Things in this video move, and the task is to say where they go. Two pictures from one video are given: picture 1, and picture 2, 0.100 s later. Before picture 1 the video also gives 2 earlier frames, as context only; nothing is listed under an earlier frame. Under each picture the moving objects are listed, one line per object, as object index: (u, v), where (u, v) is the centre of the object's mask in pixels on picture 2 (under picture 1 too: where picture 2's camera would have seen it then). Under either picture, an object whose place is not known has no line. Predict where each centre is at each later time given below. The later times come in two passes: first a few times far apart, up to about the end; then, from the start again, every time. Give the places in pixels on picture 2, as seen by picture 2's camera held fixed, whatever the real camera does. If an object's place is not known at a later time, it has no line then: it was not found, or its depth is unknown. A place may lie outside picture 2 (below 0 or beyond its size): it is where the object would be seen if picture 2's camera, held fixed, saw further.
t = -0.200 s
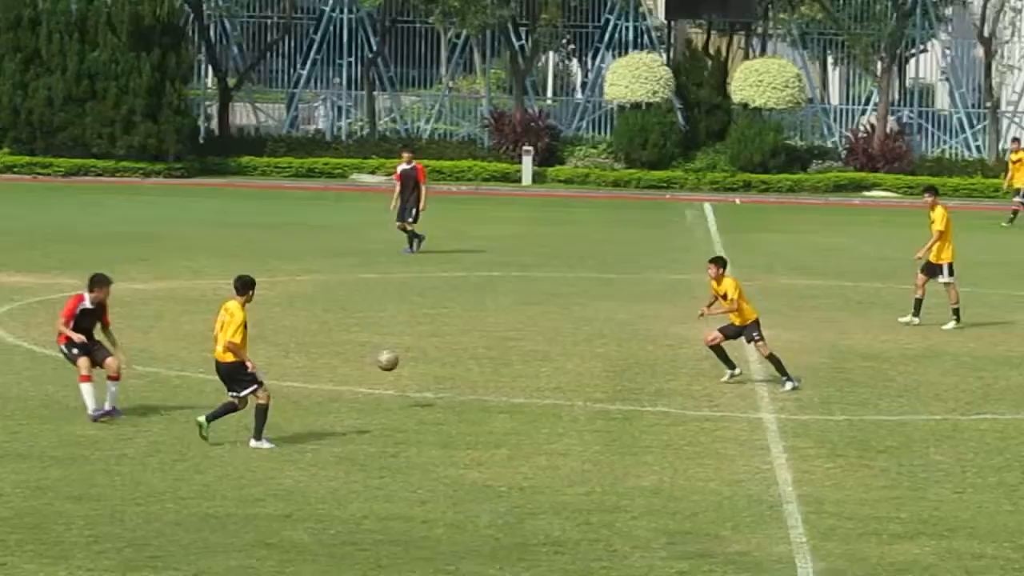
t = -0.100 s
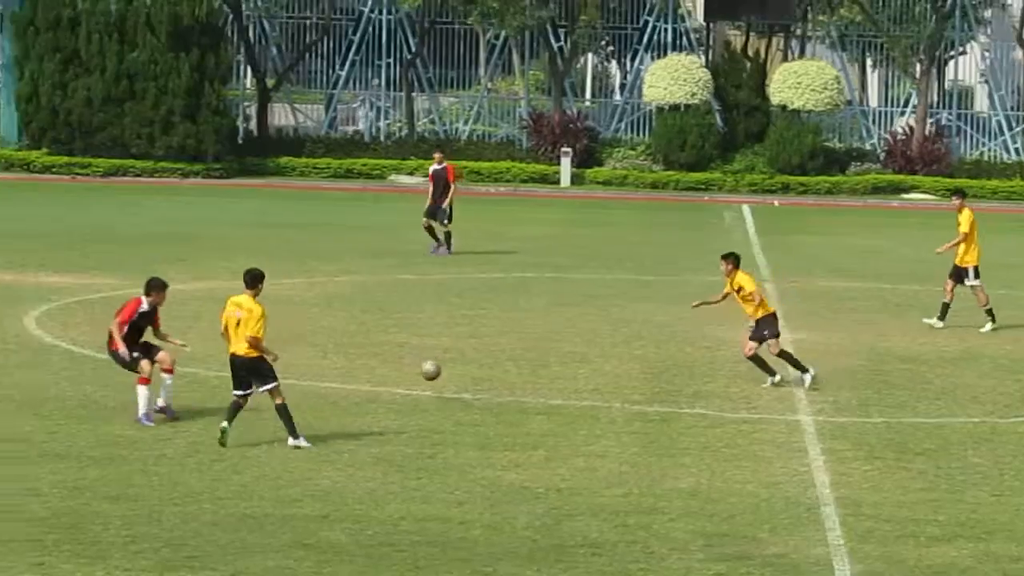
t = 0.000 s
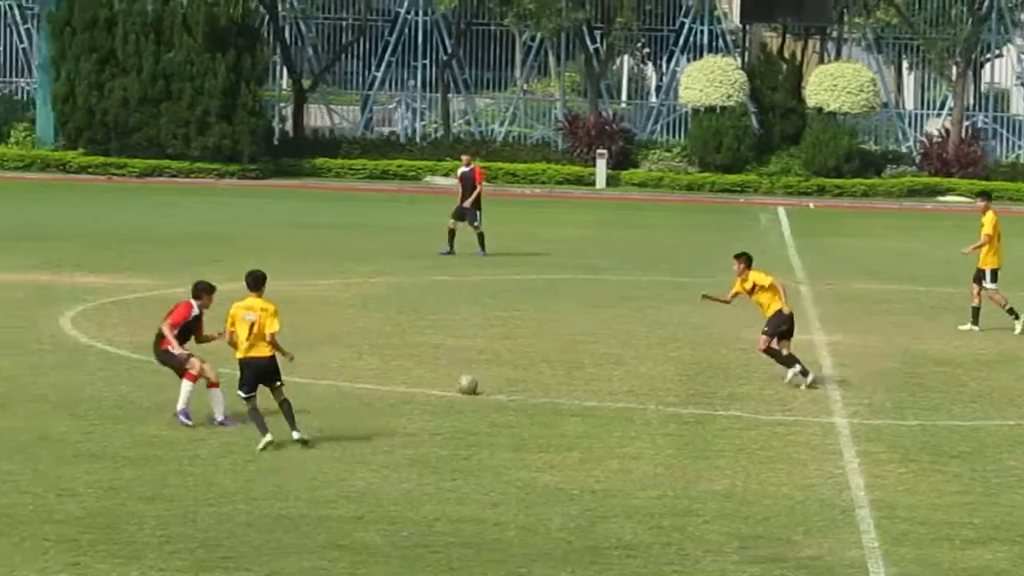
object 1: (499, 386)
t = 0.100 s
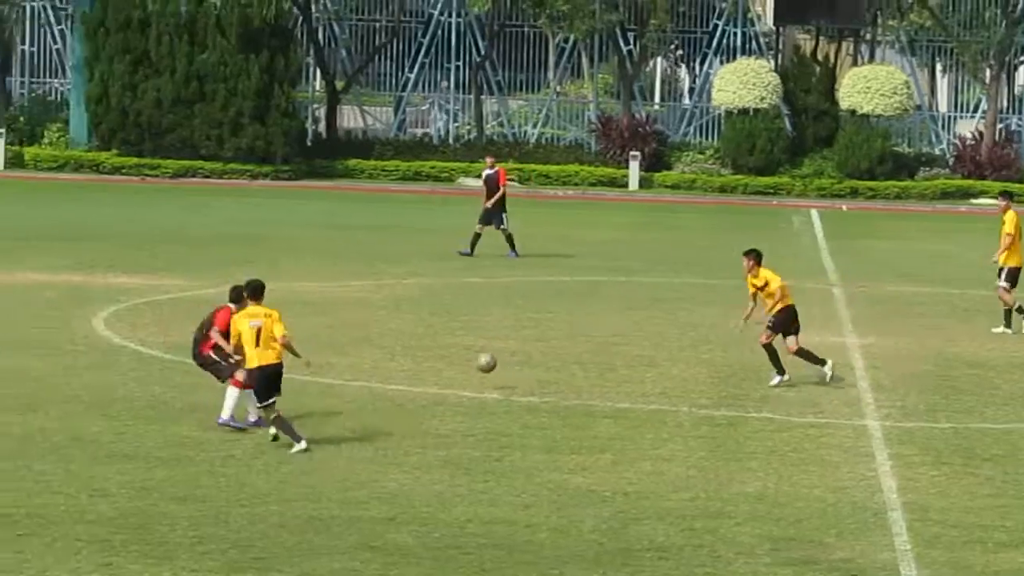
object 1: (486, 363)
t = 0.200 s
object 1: (472, 350)
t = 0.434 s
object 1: (439, 358)
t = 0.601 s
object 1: (419, 337)
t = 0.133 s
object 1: (481, 358)
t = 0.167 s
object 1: (477, 353)
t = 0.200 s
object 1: (472, 350)
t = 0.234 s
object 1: (468, 348)
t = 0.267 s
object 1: (463, 347)
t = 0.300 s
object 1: (458, 347)
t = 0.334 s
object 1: (453, 348)
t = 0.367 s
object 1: (449, 351)
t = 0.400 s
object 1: (444, 354)
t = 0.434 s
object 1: (439, 358)
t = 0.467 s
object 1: (434, 363)
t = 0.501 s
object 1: (430, 357)
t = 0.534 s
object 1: (427, 349)
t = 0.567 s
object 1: (423, 342)
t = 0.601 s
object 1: (419, 337)
